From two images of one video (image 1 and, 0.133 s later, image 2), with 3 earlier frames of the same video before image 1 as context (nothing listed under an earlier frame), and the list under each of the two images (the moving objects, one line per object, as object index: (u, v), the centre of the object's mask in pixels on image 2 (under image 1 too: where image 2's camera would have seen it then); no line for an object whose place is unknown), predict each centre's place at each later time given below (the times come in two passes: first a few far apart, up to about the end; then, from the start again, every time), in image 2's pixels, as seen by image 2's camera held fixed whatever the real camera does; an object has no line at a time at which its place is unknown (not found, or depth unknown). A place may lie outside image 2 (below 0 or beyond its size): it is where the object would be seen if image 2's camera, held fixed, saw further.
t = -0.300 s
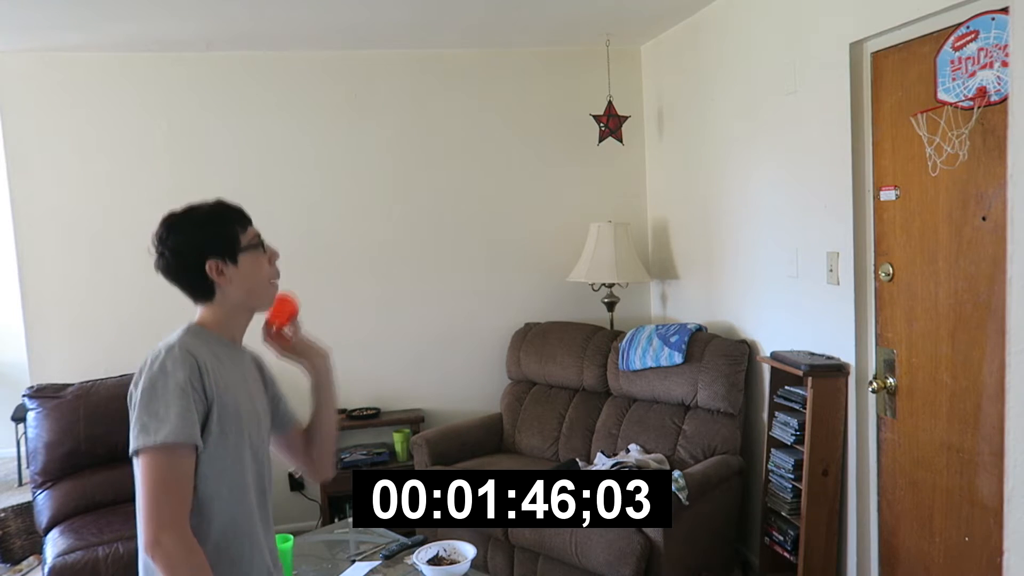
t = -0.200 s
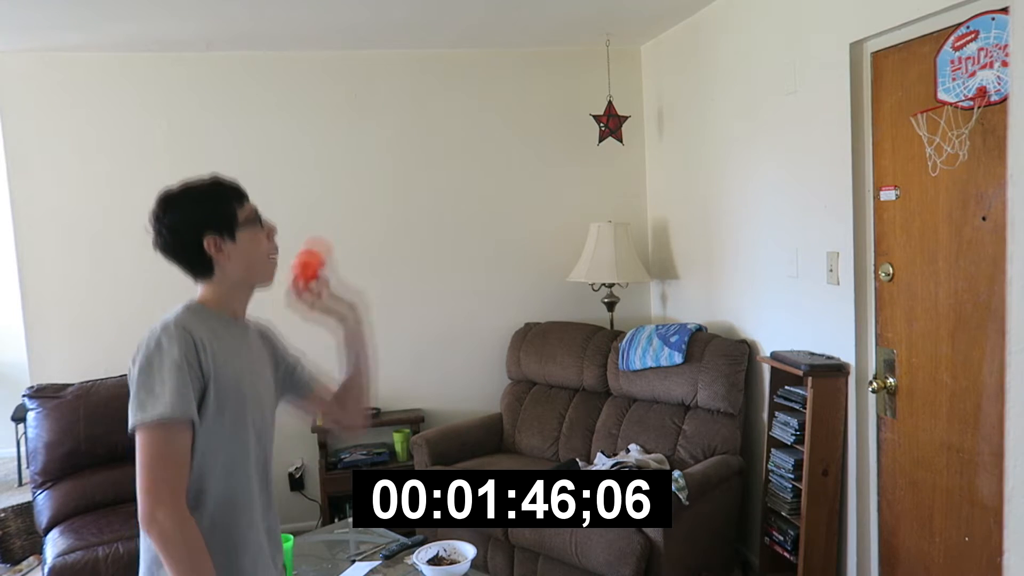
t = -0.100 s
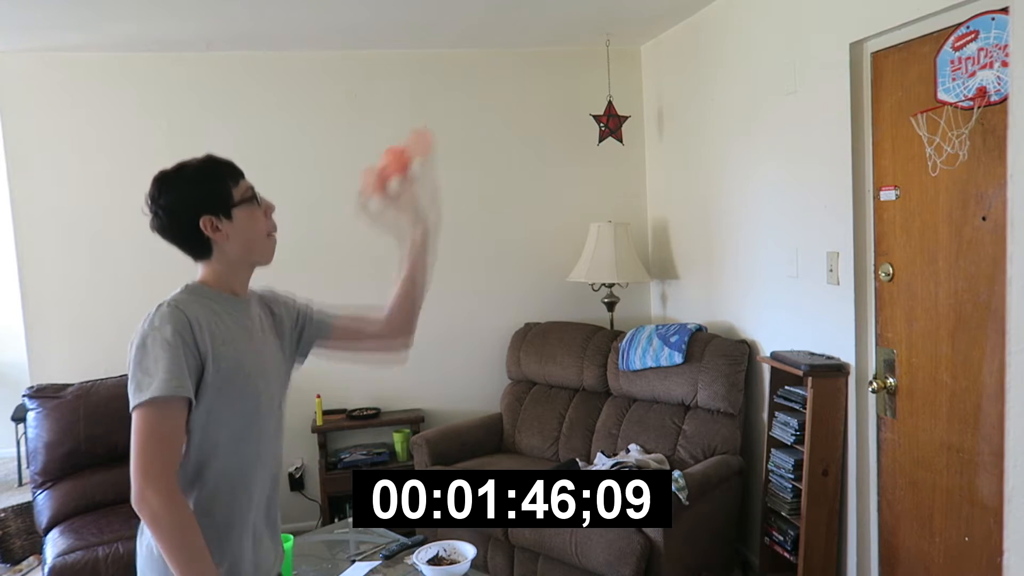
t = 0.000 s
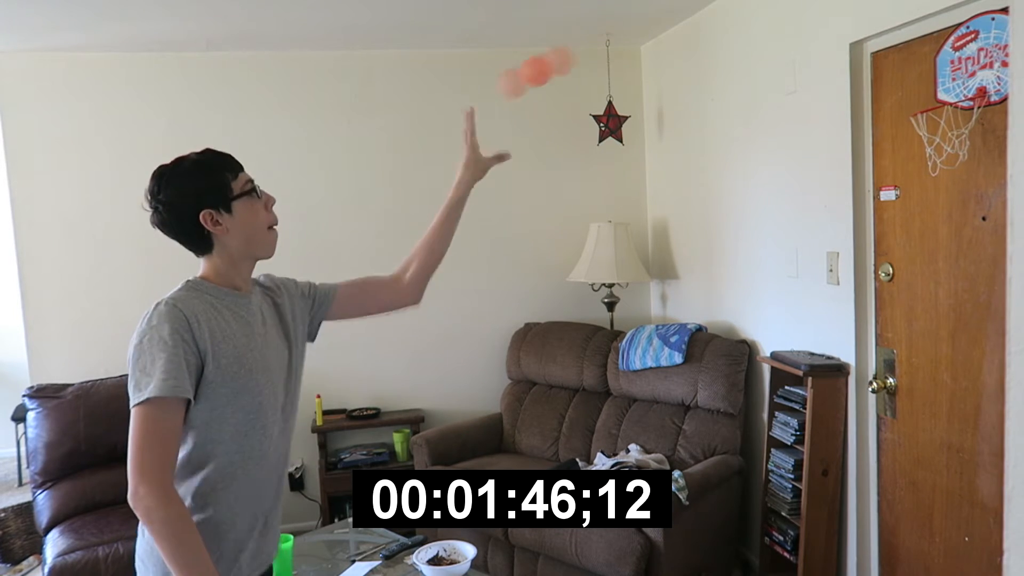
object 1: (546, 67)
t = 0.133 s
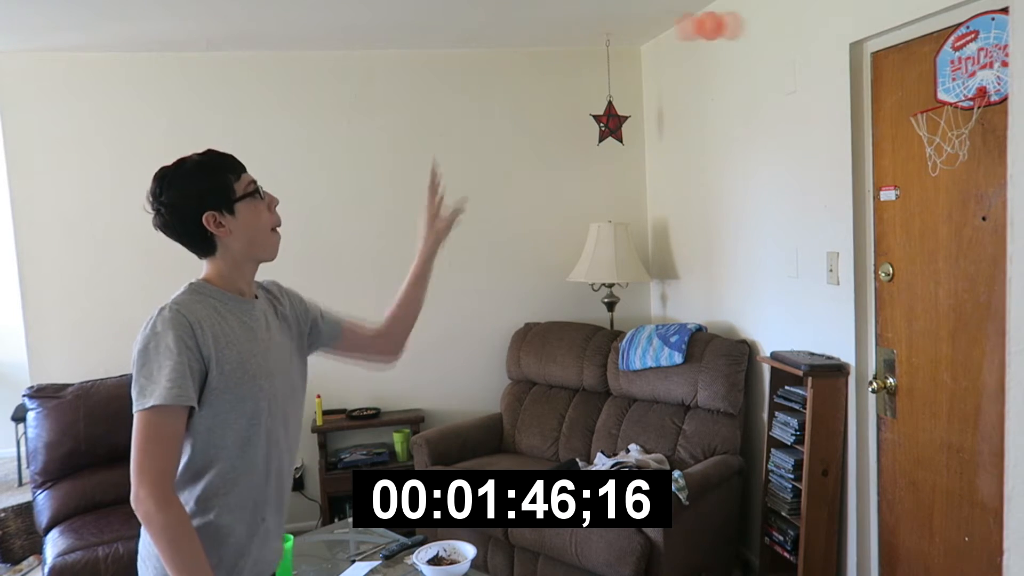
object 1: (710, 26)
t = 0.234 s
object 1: (822, 42)
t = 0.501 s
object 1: (933, 146)
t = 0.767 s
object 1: (923, 254)
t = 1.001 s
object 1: (930, 532)
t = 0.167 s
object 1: (749, 27)
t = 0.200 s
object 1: (797, 35)
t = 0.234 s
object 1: (822, 42)
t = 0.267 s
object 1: (855, 54)
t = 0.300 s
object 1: (896, 75)
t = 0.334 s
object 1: (932, 97)
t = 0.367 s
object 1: (968, 124)
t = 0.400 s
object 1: (969, 132)
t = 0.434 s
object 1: (953, 134)
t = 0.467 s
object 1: (944, 139)
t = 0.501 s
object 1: (933, 146)
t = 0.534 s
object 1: (923, 157)
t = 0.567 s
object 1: (915, 165)
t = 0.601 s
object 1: (916, 171)
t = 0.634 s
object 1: (917, 179)
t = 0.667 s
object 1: (920, 193)
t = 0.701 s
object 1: (921, 210)
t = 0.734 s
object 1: (922, 229)
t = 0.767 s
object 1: (923, 254)
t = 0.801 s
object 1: (924, 283)
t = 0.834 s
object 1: (927, 315)
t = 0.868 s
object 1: (928, 350)
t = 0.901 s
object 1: (928, 386)
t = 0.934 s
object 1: (928, 436)
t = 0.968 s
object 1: (928, 484)
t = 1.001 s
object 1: (930, 532)
